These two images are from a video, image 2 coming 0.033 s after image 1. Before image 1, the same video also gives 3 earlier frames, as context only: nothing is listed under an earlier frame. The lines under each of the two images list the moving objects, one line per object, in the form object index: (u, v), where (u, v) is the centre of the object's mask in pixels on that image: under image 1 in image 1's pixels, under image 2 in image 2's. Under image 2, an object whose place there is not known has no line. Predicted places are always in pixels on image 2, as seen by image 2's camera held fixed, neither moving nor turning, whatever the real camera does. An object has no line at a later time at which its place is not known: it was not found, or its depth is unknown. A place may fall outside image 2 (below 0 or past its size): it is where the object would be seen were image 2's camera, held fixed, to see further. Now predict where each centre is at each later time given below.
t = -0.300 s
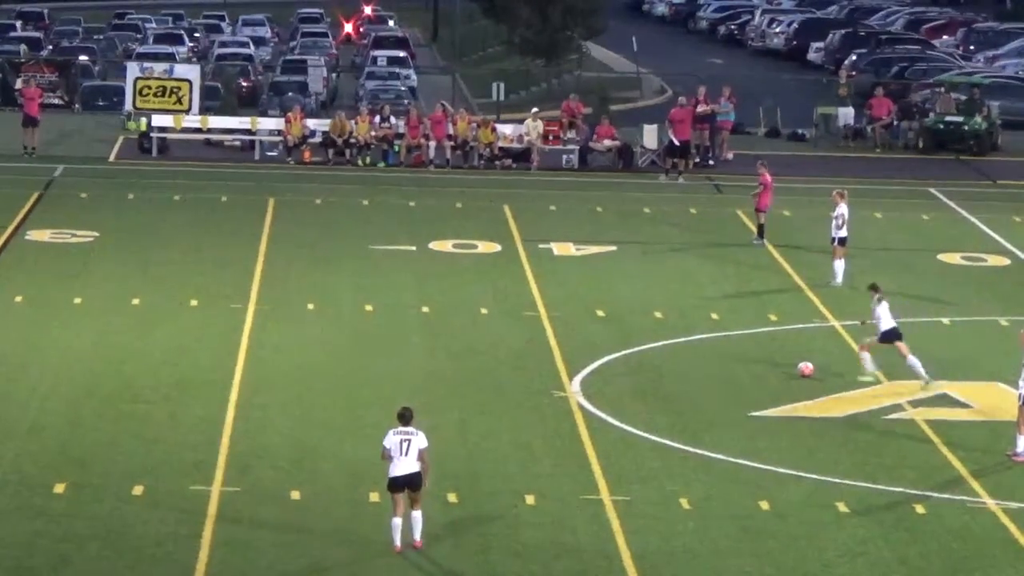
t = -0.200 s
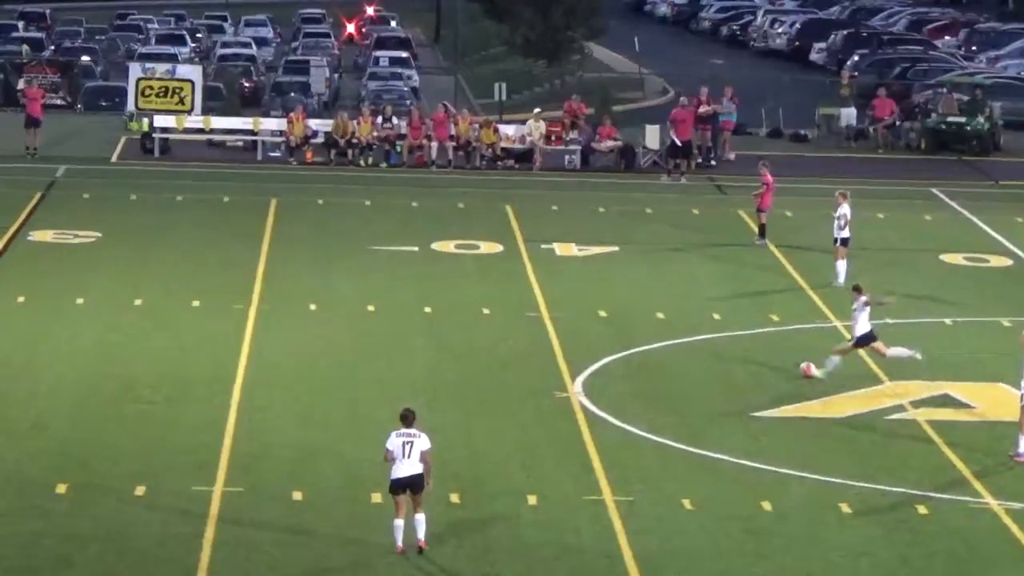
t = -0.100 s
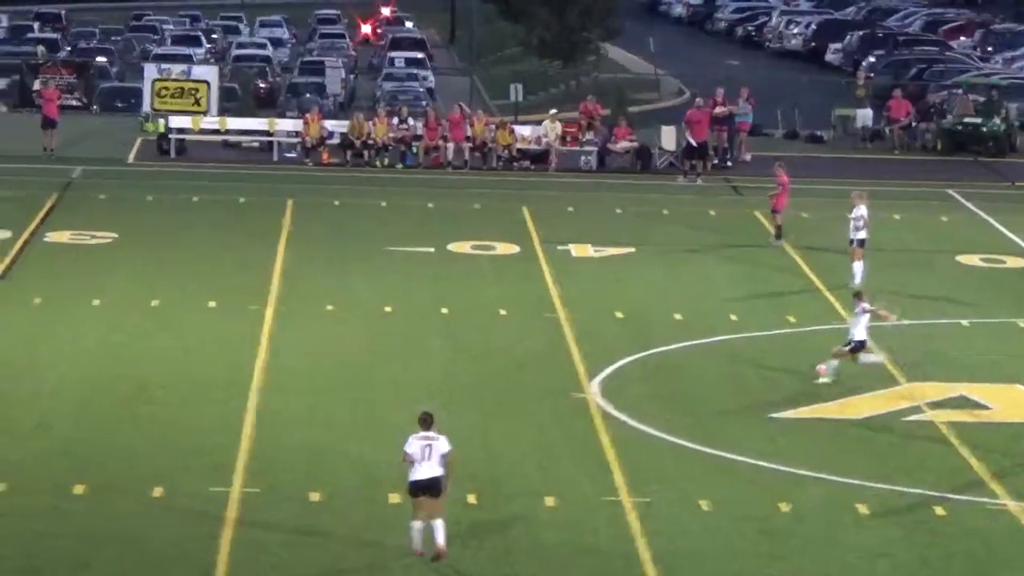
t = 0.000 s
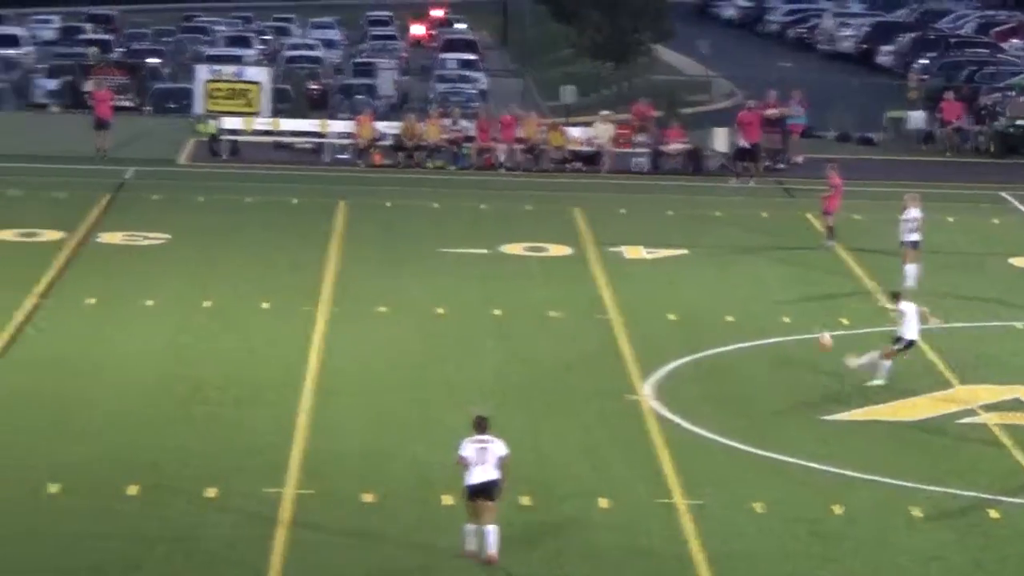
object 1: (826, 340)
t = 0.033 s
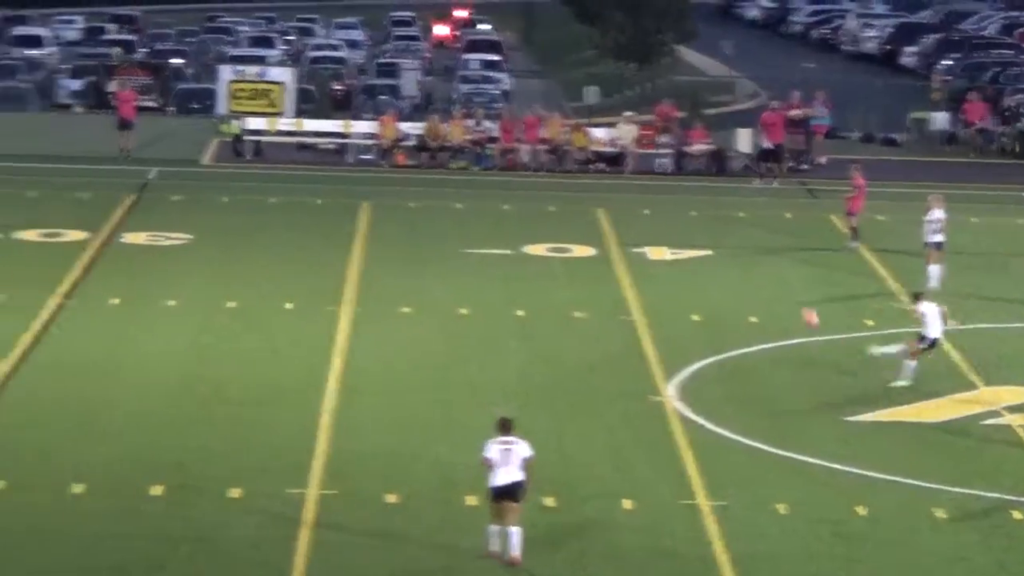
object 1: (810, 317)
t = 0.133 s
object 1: (702, 252)
